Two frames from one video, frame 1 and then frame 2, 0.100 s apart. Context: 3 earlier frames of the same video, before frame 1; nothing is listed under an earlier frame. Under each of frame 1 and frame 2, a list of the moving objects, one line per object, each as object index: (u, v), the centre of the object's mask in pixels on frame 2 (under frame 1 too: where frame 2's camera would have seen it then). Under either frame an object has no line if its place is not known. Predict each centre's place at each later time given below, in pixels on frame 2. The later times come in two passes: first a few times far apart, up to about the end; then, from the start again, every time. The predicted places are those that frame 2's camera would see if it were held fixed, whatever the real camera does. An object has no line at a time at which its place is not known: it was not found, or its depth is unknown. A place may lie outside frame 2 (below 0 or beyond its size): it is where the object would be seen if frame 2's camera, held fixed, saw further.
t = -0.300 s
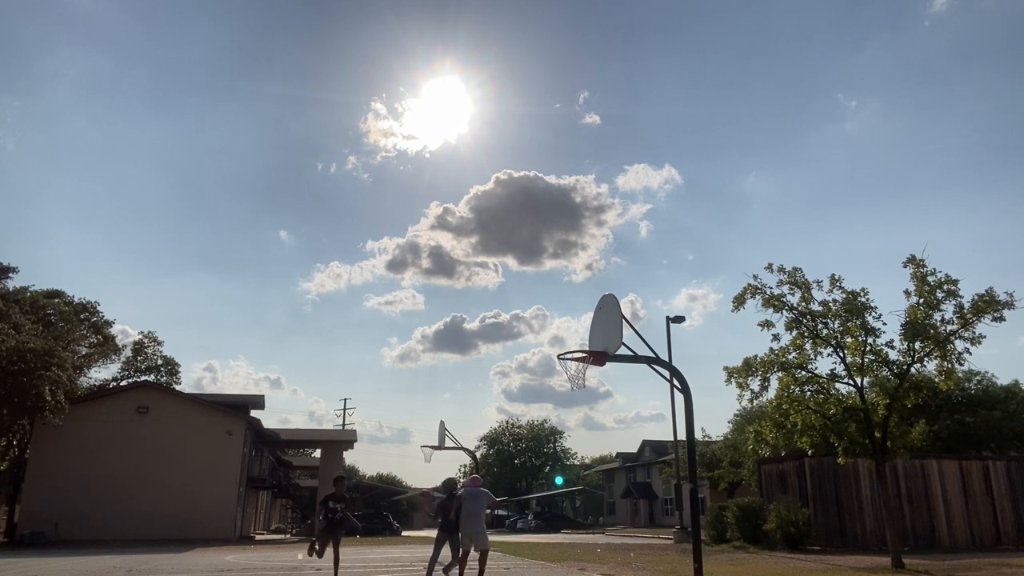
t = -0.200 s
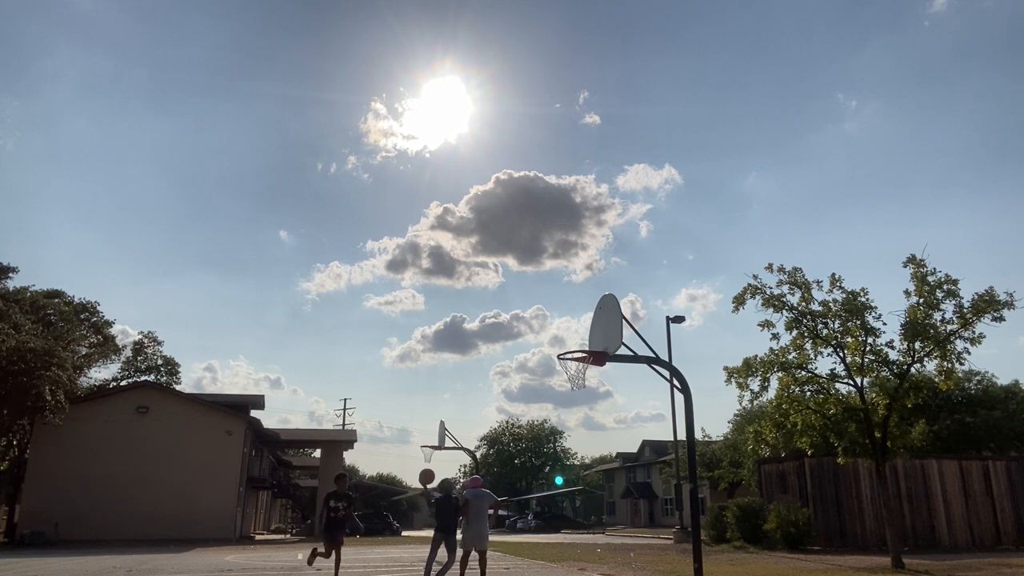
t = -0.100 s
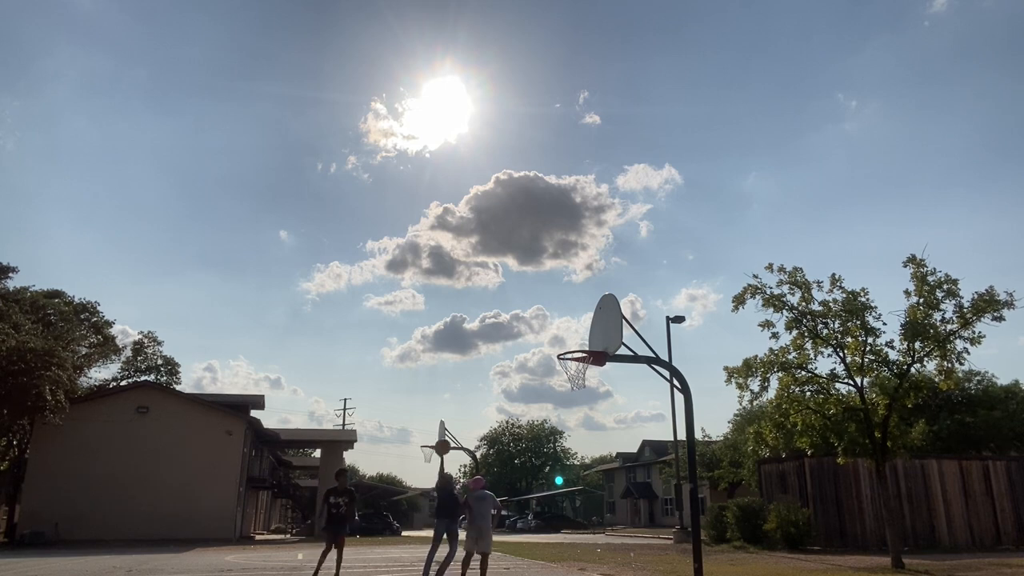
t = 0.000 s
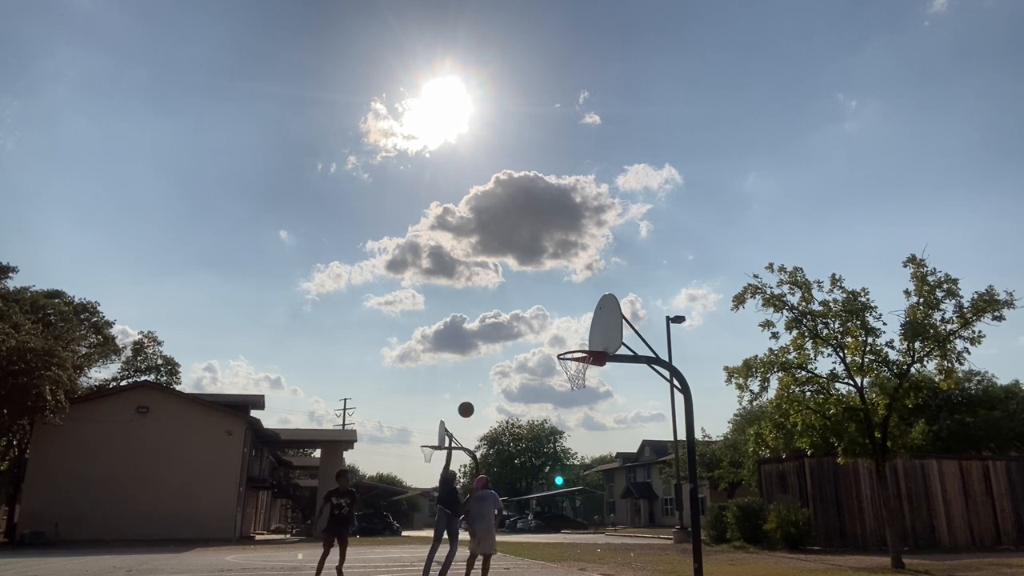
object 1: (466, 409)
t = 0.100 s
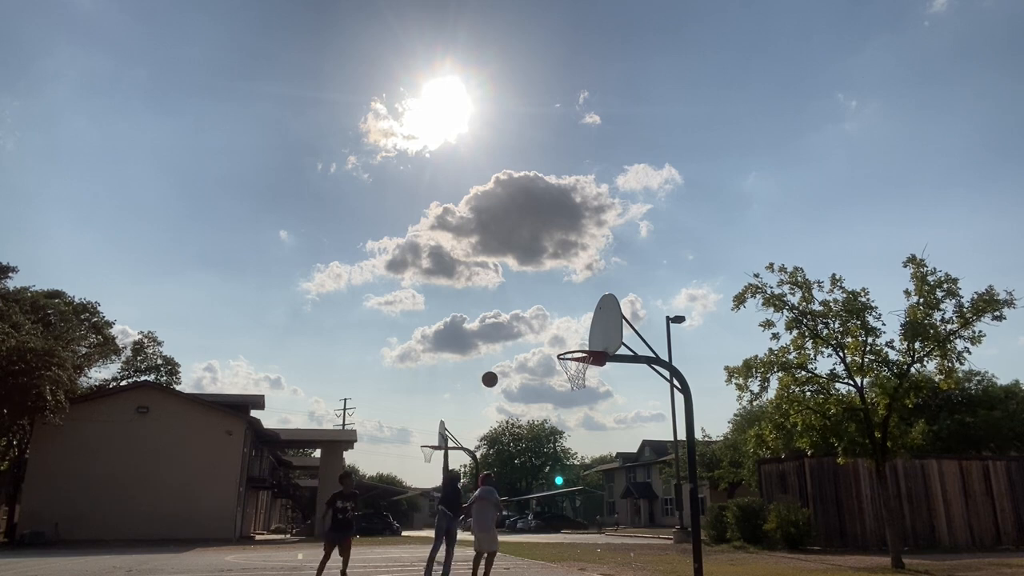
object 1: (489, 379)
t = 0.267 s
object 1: (529, 343)
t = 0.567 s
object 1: (589, 317)
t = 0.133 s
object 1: (497, 370)
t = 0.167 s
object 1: (505, 362)
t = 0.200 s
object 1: (513, 355)
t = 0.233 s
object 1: (521, 349)
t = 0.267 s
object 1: (529, 343)
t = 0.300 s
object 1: (537, 338)
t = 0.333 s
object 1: (545, 334)
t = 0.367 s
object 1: (553, 330)
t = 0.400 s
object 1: (561, 327)
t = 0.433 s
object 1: (569, 324)
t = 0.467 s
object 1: (578, 323)
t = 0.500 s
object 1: (585, 322)
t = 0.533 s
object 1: (588, 320)
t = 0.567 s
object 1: (589, 317)
